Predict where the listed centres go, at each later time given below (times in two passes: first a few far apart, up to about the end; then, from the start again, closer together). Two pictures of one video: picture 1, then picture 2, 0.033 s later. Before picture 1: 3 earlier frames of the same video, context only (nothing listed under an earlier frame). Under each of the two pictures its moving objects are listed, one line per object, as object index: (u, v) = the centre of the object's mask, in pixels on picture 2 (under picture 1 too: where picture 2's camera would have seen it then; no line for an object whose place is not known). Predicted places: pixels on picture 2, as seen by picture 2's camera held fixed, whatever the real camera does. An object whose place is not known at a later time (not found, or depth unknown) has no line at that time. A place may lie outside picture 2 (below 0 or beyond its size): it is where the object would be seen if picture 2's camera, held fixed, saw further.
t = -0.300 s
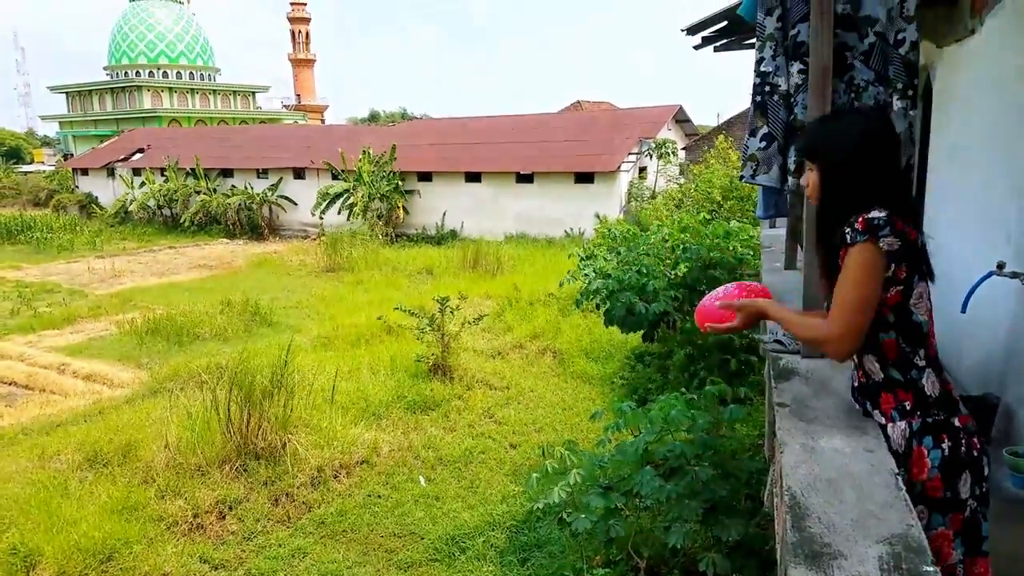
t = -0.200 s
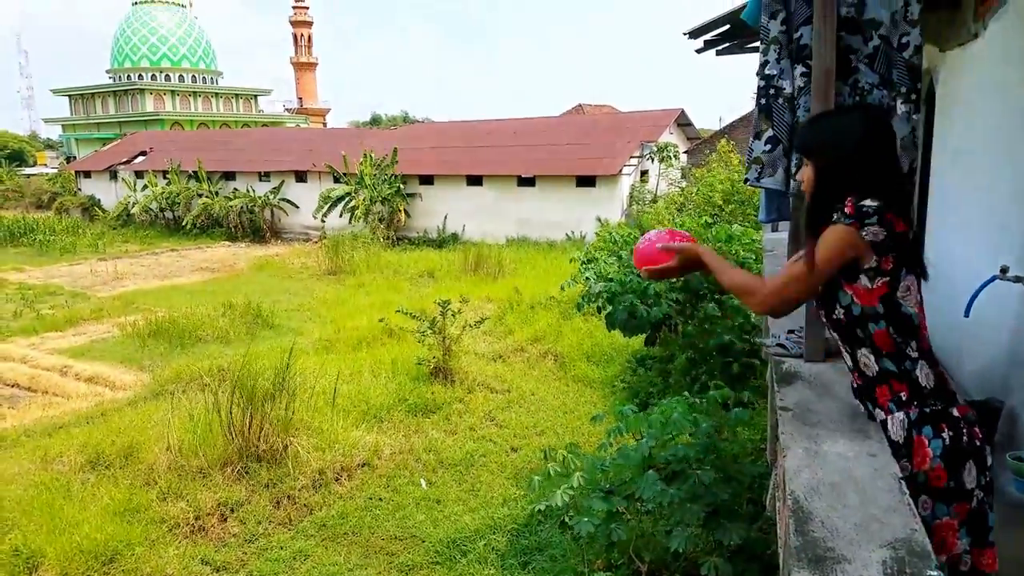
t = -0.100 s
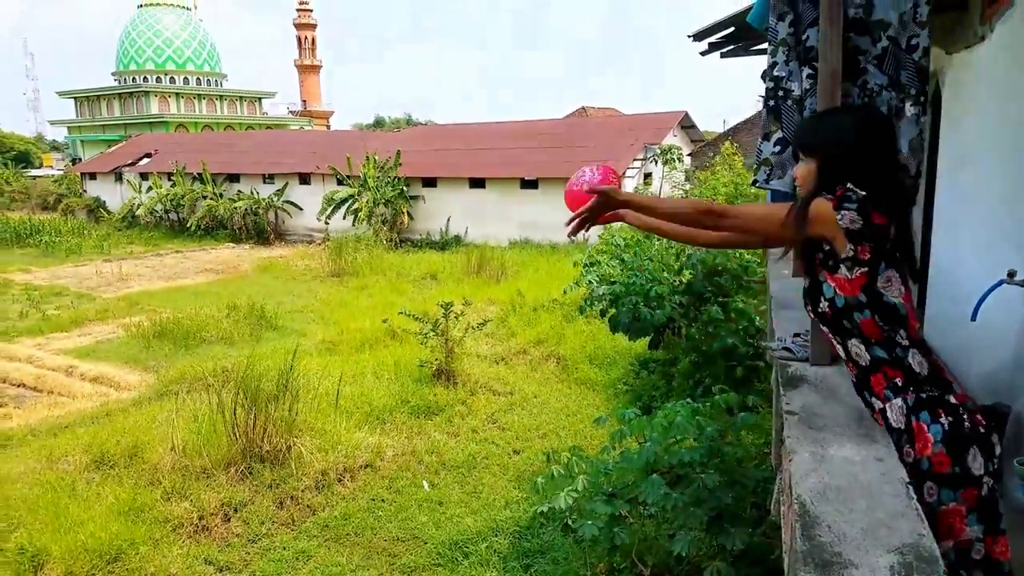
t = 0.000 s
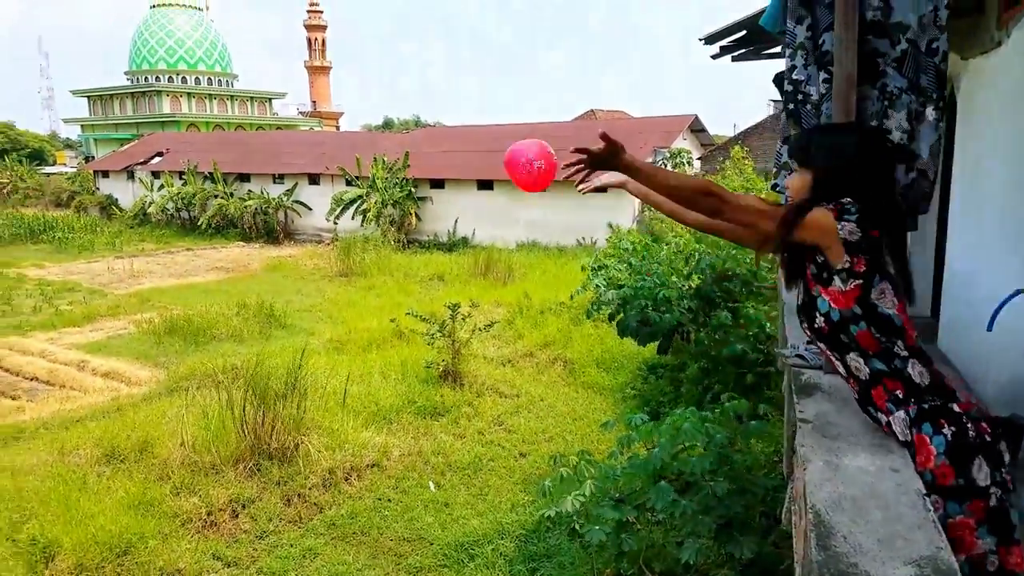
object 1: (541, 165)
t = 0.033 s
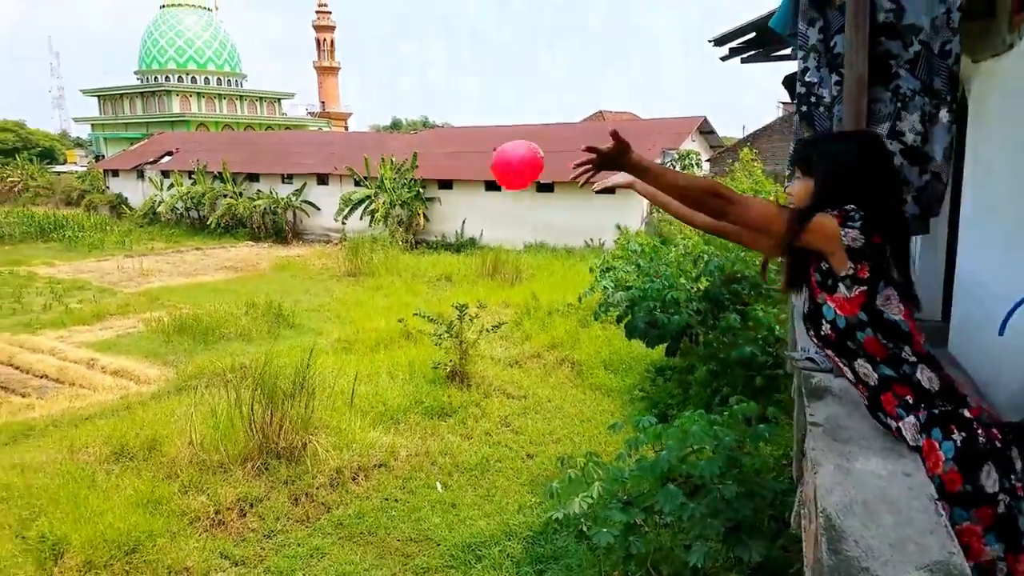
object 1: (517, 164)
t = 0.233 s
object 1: (402, 232)
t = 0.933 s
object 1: (177, 975)
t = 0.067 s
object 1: (493, 167)
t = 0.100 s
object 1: (472, 174)
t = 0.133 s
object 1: (454, 183)
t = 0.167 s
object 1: (435, 196)
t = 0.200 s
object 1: (419, 212)
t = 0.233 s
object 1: (402, 232)
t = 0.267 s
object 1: (386, 254)
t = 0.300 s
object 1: (371, 278)
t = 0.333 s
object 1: (356, 305)
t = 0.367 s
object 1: (343, 335)
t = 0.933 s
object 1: (177, 975)
